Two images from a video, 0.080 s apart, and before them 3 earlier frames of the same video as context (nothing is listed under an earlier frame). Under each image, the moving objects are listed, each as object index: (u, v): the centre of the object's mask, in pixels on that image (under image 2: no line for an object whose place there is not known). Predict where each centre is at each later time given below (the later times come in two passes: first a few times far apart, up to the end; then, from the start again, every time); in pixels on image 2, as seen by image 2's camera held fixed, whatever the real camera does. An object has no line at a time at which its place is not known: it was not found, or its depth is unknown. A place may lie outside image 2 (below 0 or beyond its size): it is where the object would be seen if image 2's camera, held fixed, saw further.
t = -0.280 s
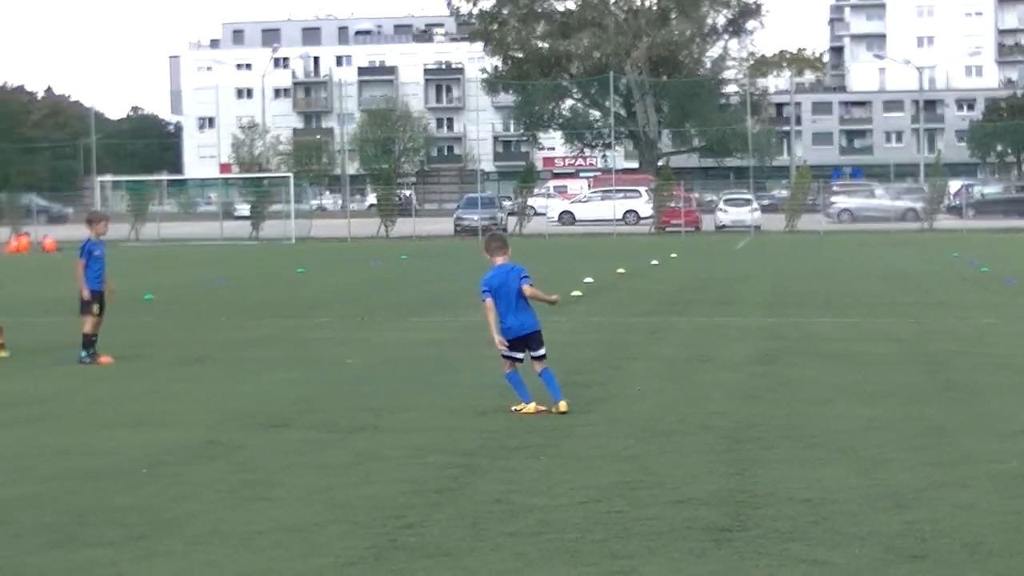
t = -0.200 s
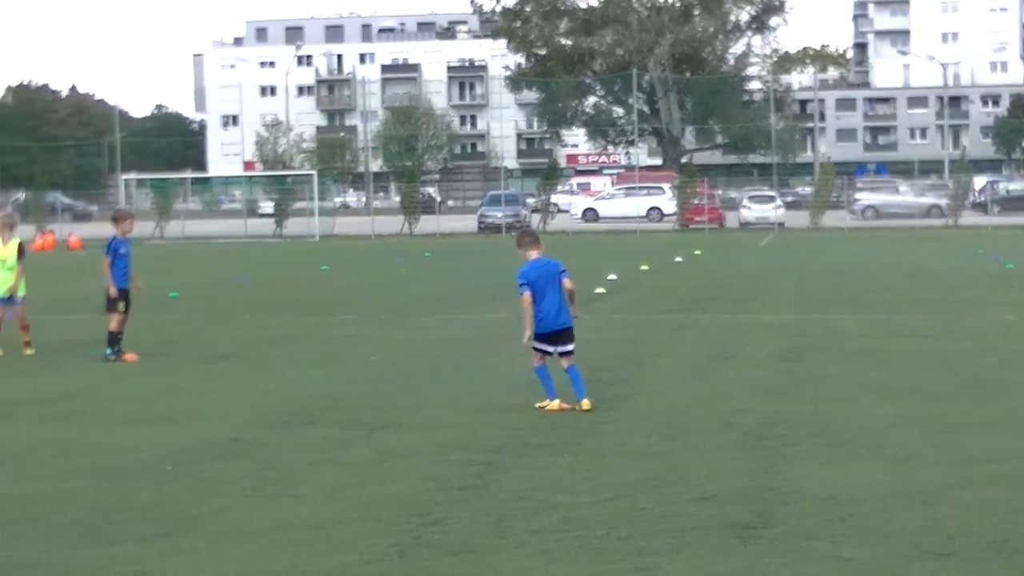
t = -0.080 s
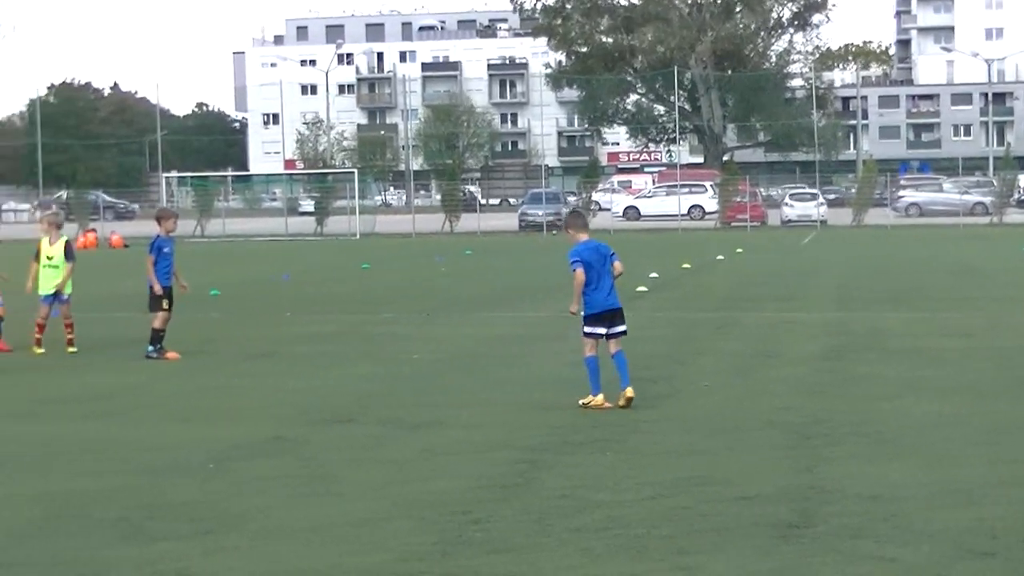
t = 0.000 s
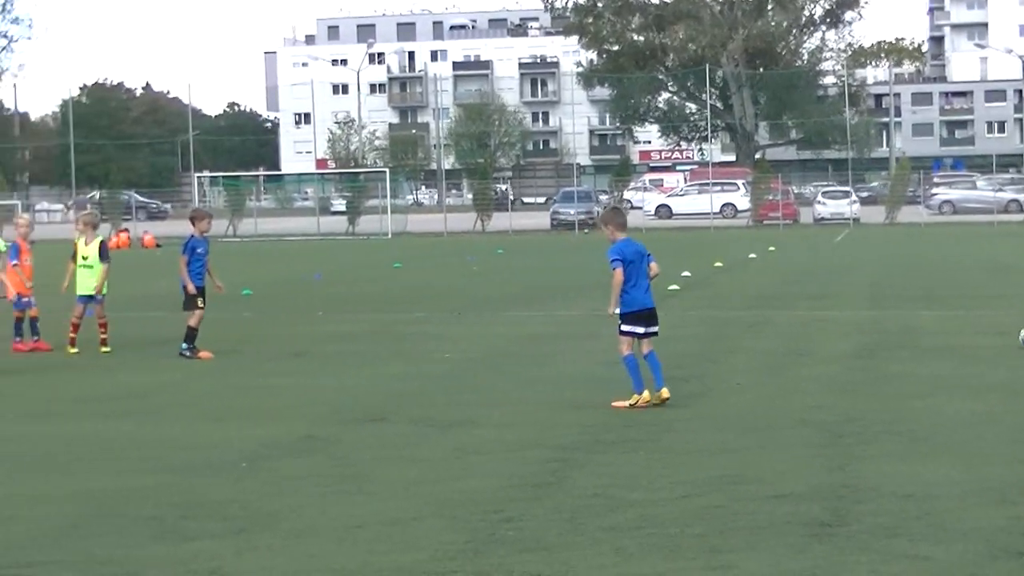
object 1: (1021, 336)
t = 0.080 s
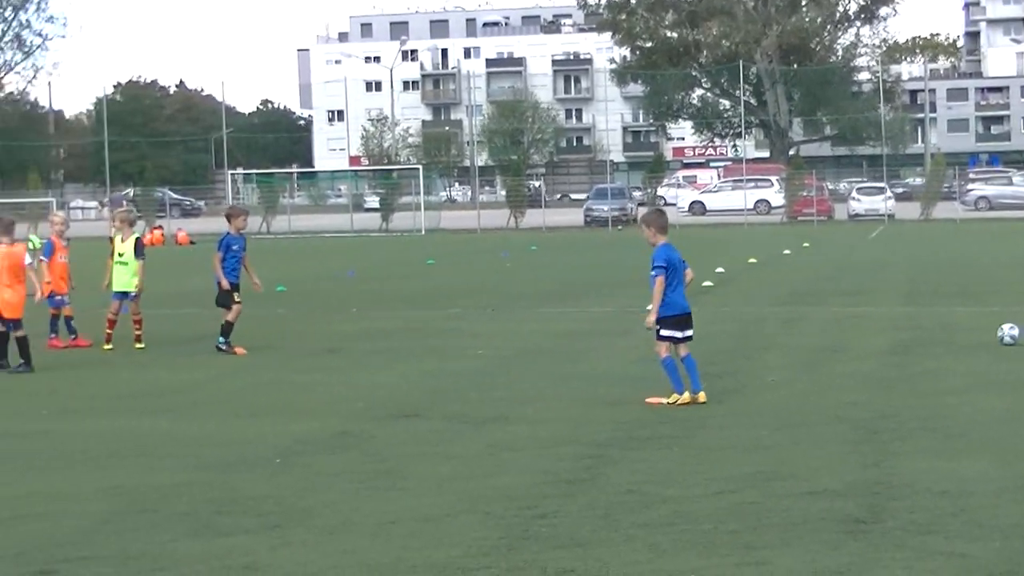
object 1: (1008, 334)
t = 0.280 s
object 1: (880, 335)
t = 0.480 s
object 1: (770, 338)
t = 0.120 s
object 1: (981, 335)
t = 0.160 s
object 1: (954, 335)
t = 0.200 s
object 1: (928, 335)
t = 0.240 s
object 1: (904, 335)
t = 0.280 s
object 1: (880, 335)
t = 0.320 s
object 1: (857, 336)
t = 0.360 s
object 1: (835, 337)
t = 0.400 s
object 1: (813, 337)
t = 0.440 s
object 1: (792, 337)
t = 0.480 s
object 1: (770, 338)
